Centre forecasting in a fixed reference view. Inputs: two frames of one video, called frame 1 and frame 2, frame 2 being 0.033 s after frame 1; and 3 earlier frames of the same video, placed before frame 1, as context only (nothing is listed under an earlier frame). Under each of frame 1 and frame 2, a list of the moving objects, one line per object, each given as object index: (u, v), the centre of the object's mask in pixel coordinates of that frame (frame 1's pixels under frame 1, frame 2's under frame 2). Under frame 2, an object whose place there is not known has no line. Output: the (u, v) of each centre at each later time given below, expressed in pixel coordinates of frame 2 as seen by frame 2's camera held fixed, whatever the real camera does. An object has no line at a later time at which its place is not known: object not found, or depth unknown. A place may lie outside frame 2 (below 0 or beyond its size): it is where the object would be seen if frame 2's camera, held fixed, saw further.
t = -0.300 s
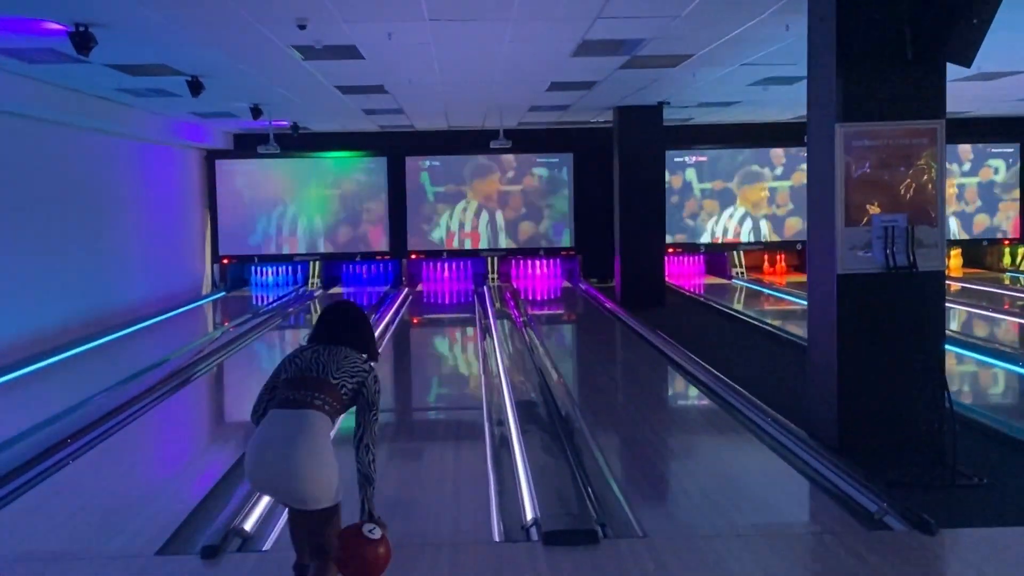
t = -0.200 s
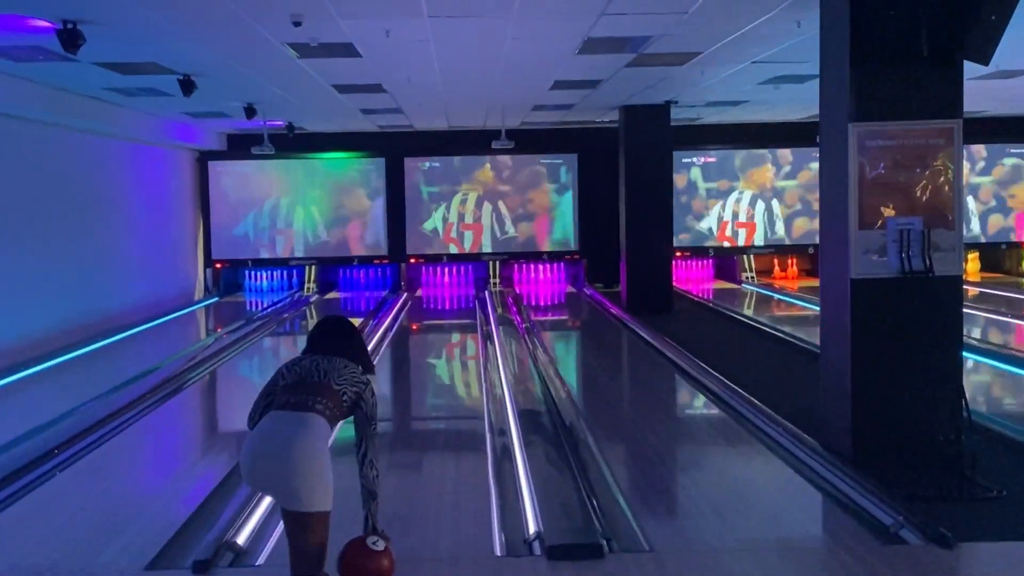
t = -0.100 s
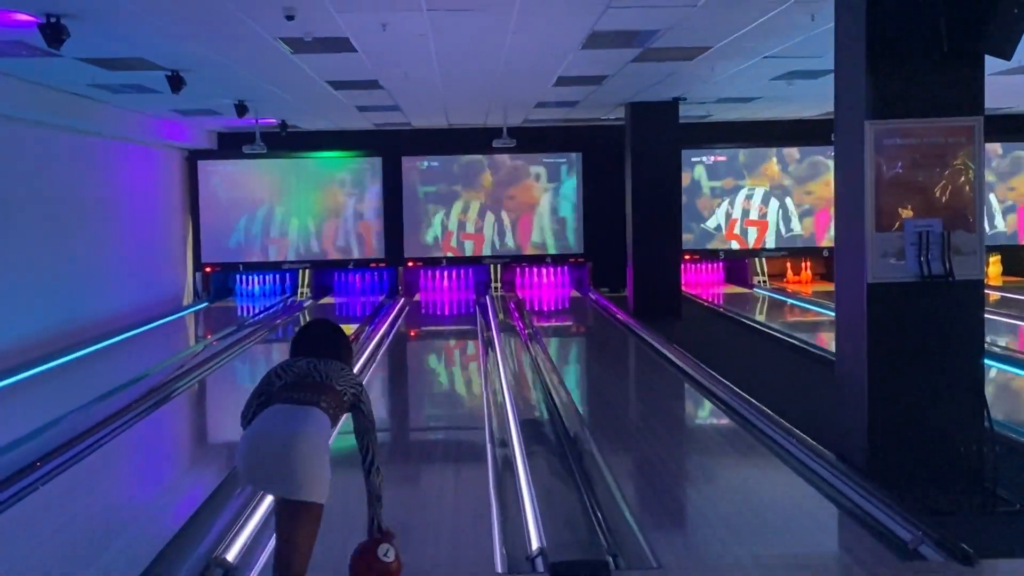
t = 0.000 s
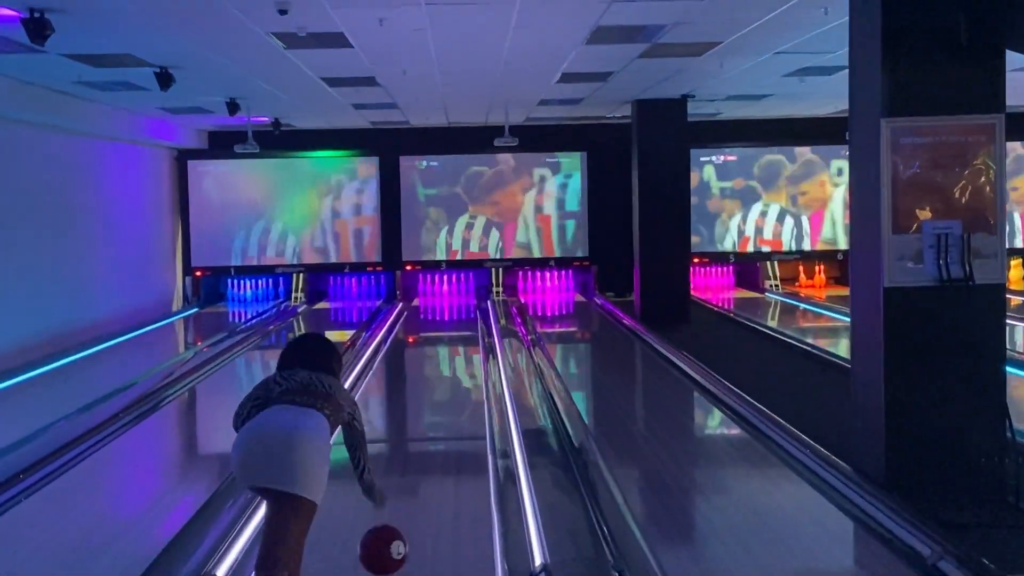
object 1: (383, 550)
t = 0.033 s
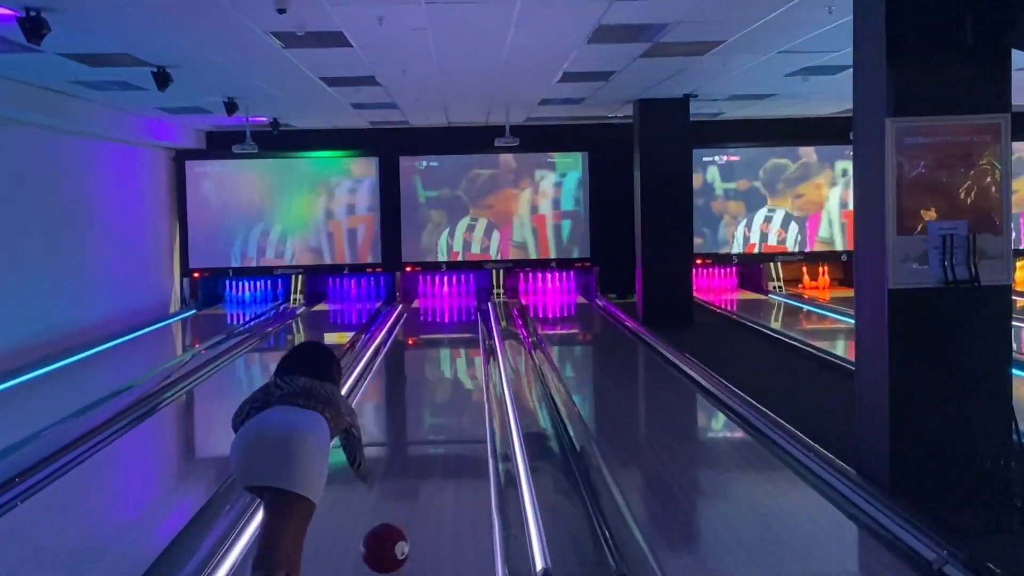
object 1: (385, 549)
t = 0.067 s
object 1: (387, 540)
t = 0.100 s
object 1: (390, 529)
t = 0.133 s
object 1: (393, 518)
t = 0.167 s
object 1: (394, 508)
